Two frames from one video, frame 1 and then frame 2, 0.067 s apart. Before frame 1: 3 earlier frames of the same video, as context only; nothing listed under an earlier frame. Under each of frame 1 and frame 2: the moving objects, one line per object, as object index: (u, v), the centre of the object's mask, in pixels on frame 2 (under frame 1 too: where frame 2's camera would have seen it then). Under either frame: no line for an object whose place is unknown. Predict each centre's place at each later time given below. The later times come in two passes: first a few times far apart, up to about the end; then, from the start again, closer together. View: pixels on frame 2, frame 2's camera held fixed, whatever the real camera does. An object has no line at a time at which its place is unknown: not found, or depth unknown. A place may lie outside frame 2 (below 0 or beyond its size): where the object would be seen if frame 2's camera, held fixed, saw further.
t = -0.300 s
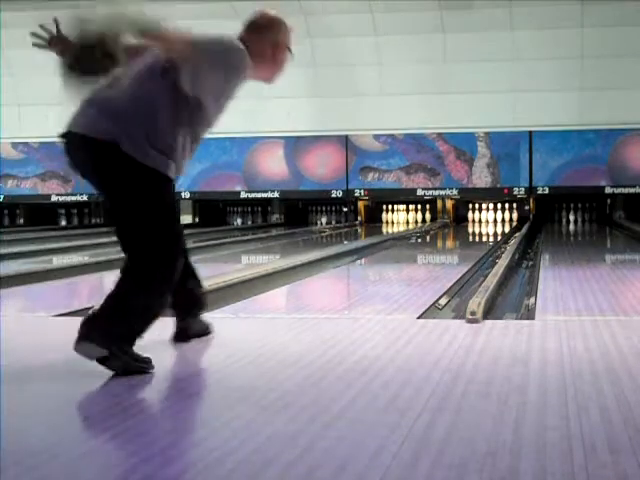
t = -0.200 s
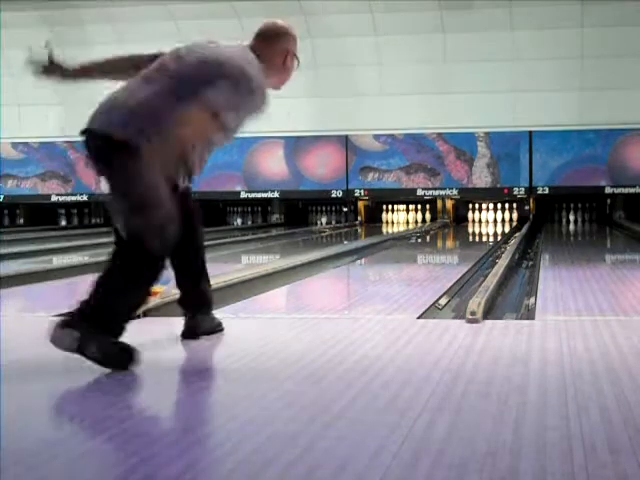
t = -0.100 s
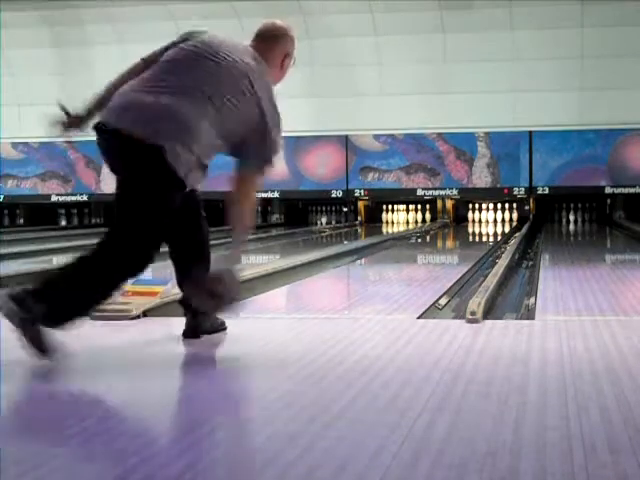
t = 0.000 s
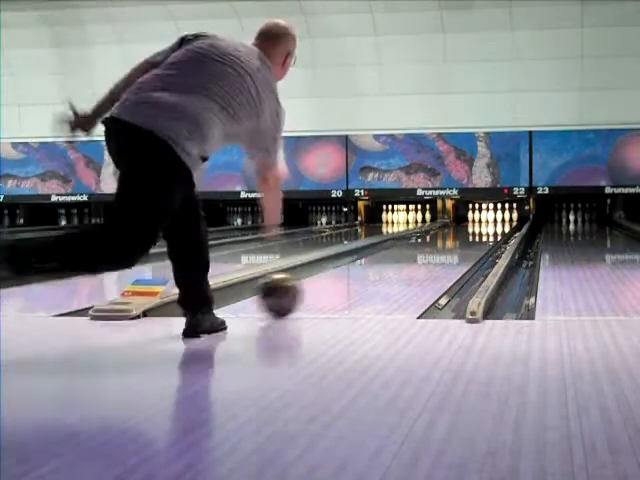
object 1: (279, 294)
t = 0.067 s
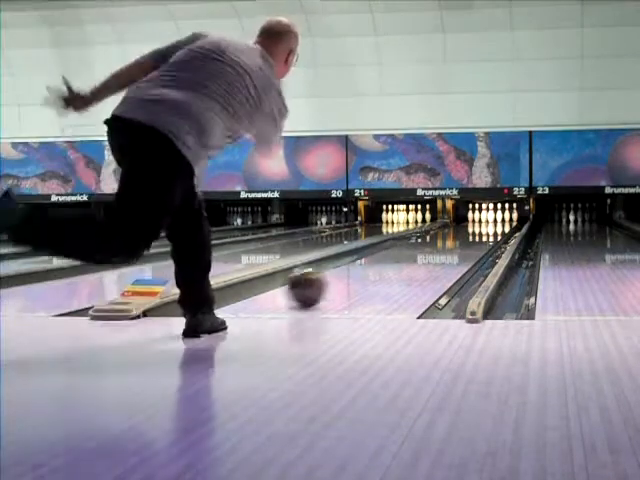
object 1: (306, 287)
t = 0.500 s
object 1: (408, 252)
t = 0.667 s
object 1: (429, 245)
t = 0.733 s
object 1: (436, 241)
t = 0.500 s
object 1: (408, 252)
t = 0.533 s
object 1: (414, 249)
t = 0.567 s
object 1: (417, 249)
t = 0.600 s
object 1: (422, 246)
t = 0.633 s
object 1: (426, 246)
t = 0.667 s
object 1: (429, 245)
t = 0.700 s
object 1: (434, 243)
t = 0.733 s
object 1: (436, 241)
